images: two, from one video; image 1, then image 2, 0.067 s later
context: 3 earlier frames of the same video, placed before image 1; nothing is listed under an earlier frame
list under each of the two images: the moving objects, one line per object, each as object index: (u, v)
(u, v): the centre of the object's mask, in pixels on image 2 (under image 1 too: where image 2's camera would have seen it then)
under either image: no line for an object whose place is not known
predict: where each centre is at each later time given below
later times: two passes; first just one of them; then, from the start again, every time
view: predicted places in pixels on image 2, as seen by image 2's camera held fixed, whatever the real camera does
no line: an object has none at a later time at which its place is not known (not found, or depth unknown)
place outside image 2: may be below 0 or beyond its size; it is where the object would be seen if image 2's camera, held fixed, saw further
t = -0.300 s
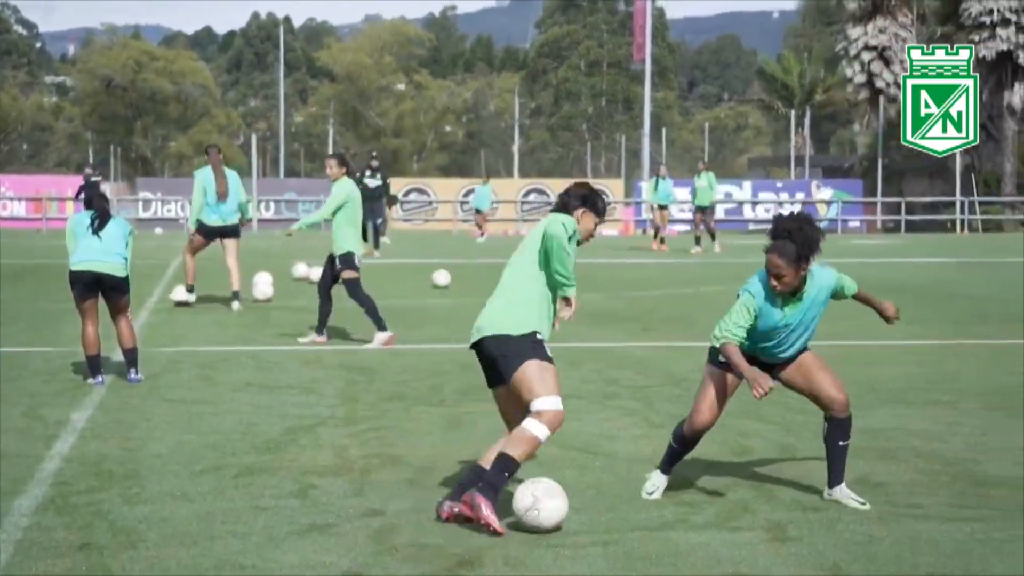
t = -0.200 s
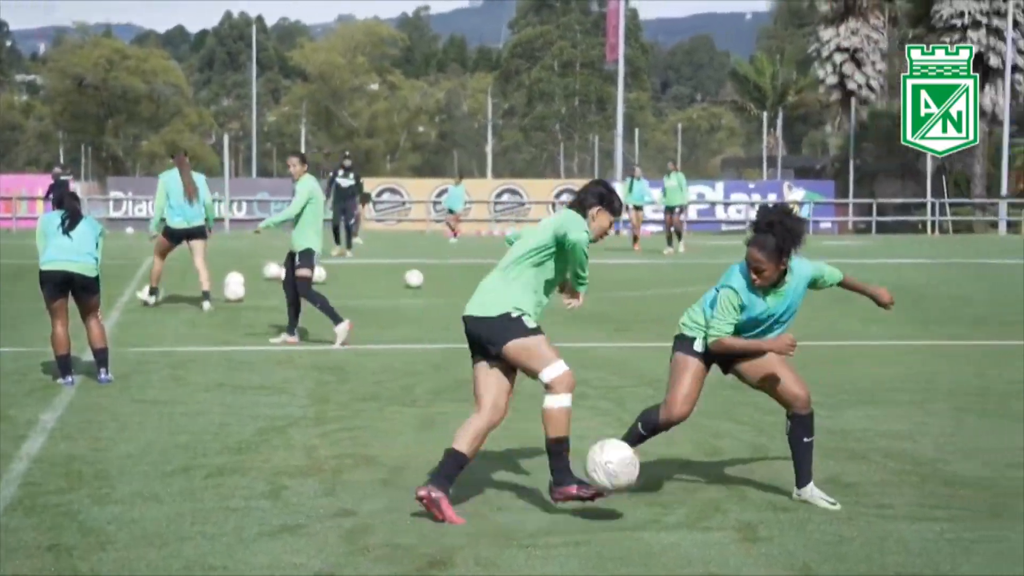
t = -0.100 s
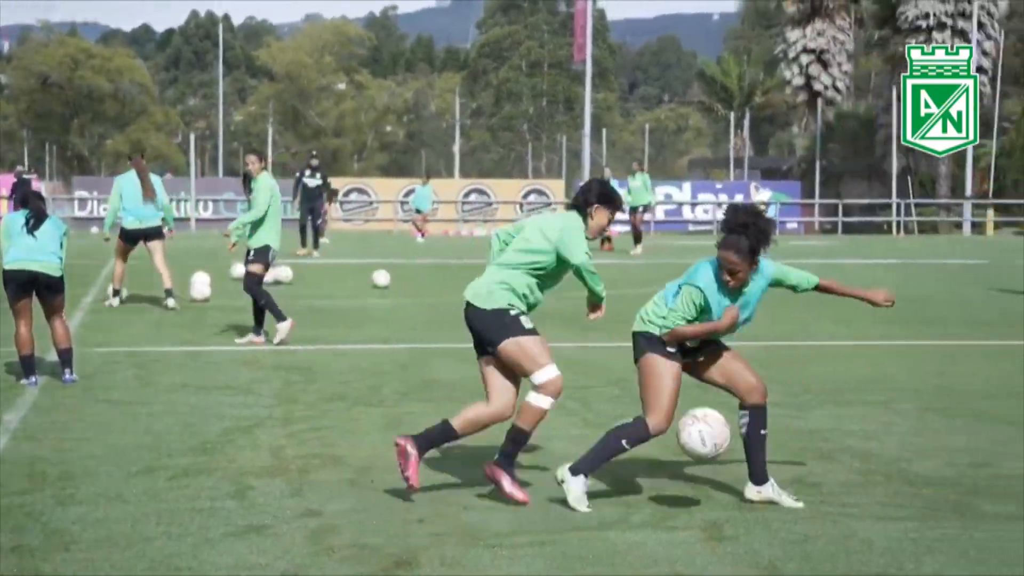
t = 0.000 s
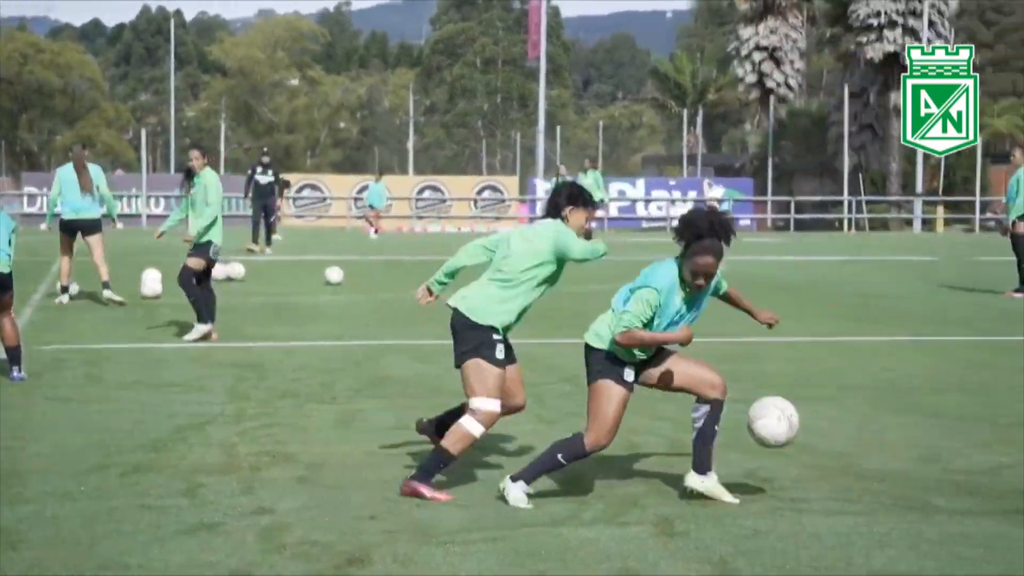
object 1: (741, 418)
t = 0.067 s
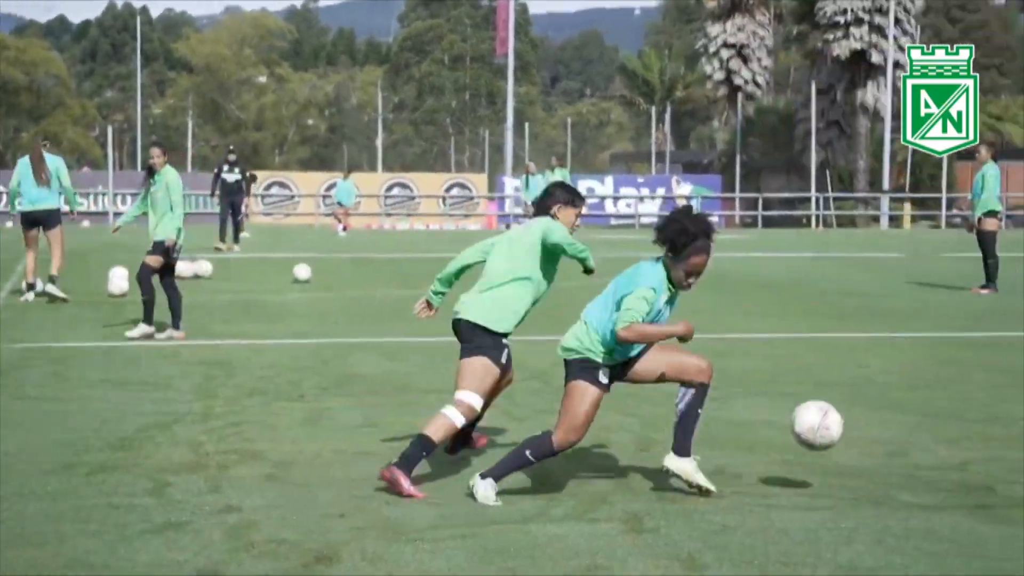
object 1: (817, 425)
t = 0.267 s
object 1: (1010, 448)
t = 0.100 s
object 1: (853, 433)
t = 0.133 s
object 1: (890, 443)
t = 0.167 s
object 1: (925, 454)
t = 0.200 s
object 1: (960, 465)
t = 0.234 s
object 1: (985, 456)
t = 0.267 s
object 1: (1010, 448)
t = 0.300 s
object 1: (1034, 441)
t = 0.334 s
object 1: (1059, 438)
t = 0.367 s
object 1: (1083, 437)
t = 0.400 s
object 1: (1107, 438)
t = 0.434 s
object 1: (1132, 442)
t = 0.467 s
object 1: (1156, 448)
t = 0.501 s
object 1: (1180, 456)
